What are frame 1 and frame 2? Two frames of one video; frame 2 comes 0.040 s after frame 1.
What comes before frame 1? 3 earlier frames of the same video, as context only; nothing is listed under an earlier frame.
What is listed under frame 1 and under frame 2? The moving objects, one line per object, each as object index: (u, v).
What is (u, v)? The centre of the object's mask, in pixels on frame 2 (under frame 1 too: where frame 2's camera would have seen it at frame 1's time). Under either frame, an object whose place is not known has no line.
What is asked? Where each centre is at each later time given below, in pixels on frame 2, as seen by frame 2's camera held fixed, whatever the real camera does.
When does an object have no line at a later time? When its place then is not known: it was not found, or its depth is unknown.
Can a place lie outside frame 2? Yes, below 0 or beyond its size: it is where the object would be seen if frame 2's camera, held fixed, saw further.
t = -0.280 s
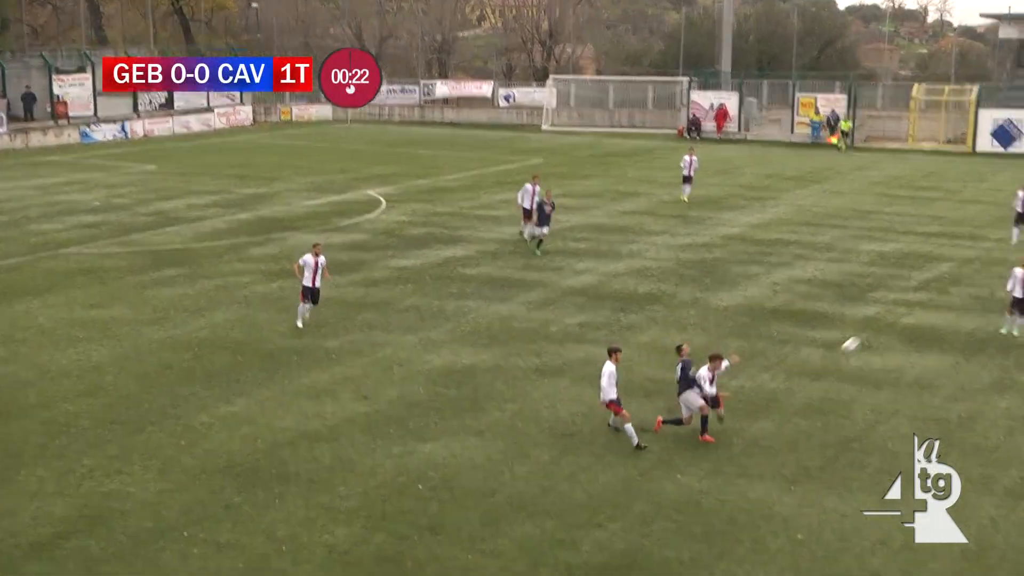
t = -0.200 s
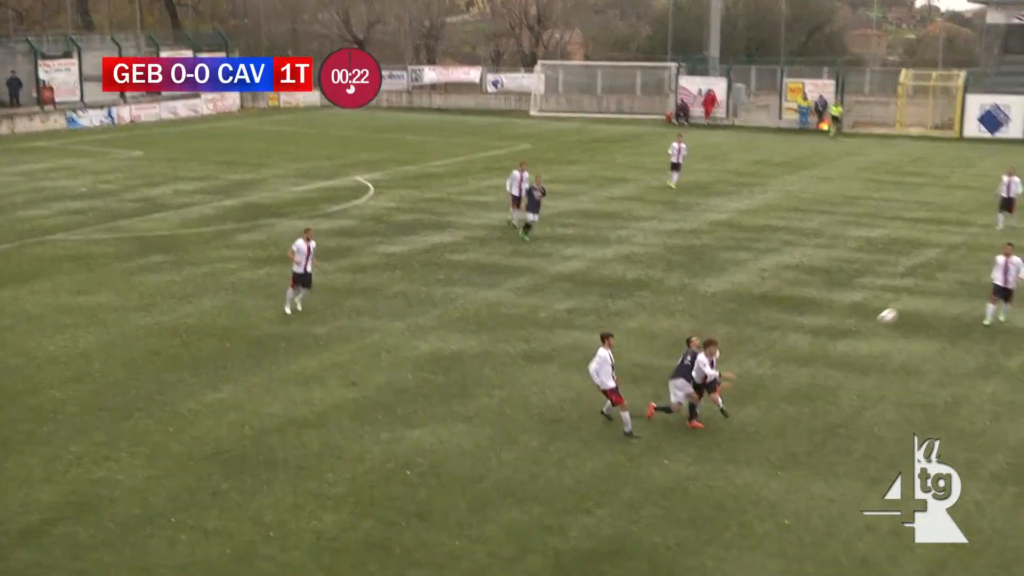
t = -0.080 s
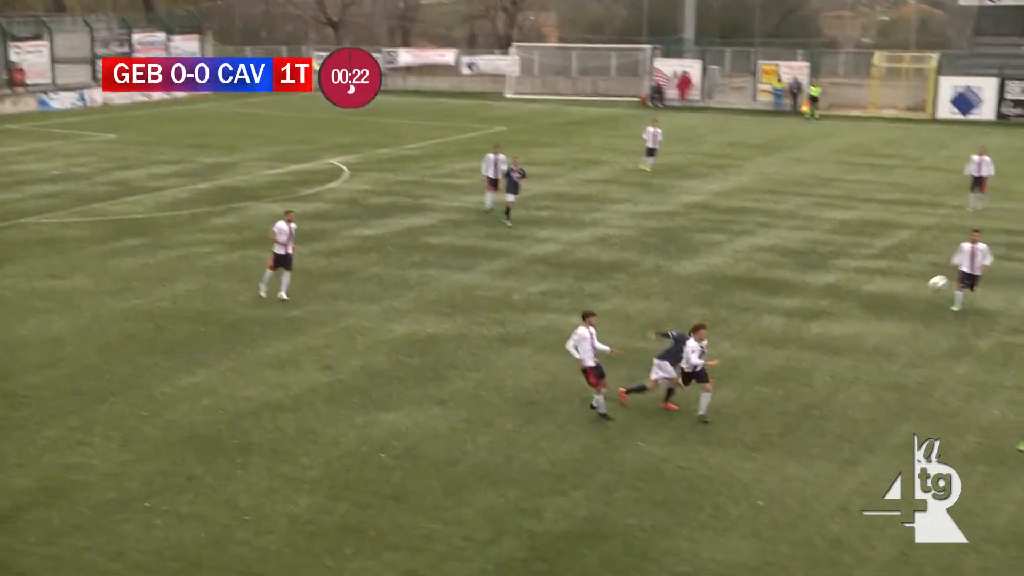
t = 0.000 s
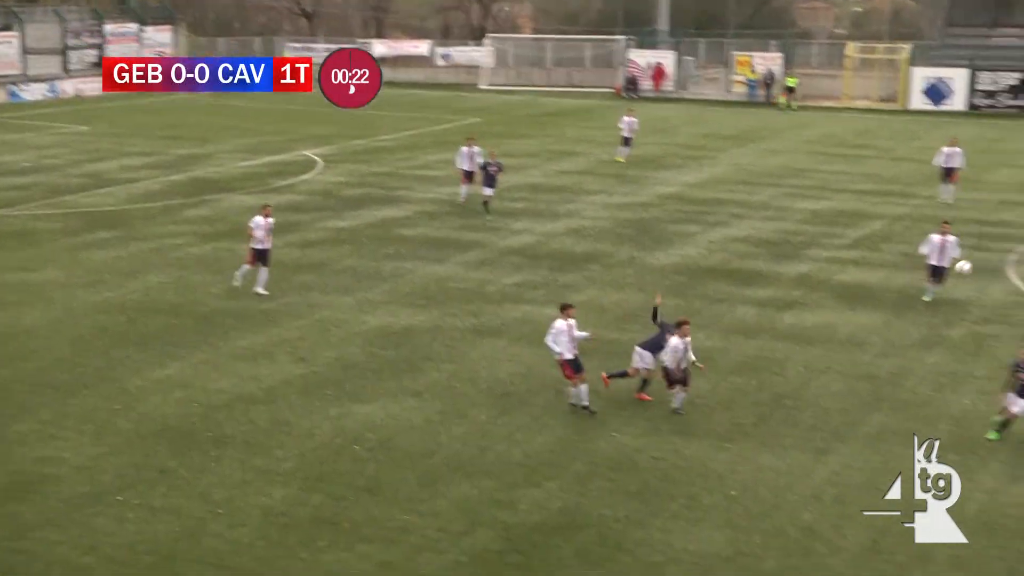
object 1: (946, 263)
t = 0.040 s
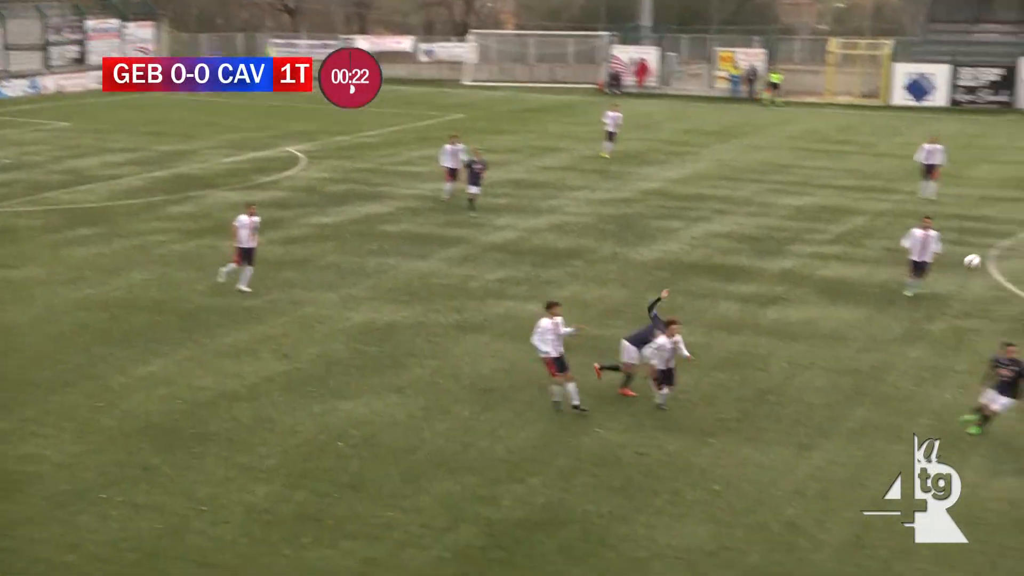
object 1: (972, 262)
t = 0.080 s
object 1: (998, 260)
